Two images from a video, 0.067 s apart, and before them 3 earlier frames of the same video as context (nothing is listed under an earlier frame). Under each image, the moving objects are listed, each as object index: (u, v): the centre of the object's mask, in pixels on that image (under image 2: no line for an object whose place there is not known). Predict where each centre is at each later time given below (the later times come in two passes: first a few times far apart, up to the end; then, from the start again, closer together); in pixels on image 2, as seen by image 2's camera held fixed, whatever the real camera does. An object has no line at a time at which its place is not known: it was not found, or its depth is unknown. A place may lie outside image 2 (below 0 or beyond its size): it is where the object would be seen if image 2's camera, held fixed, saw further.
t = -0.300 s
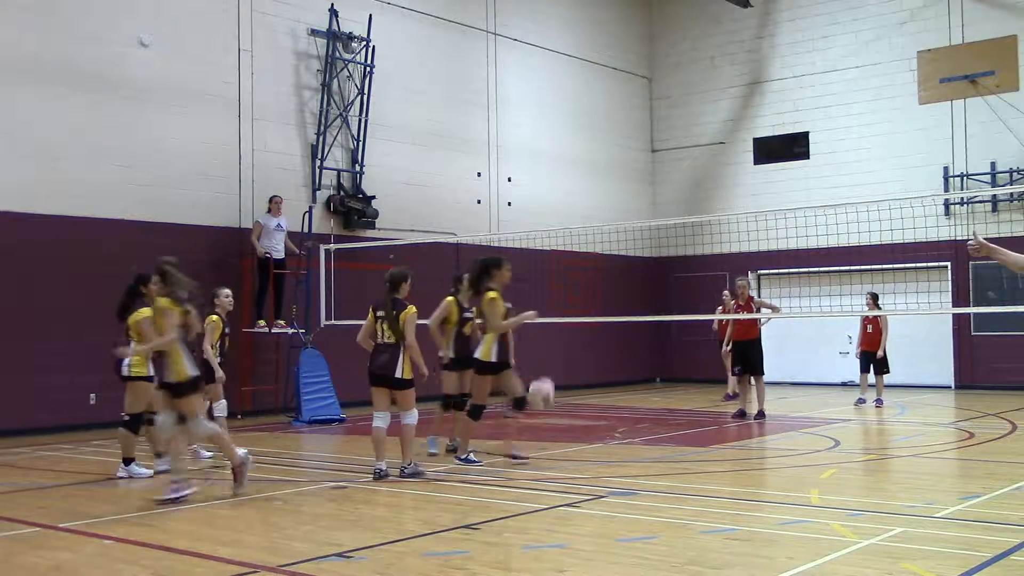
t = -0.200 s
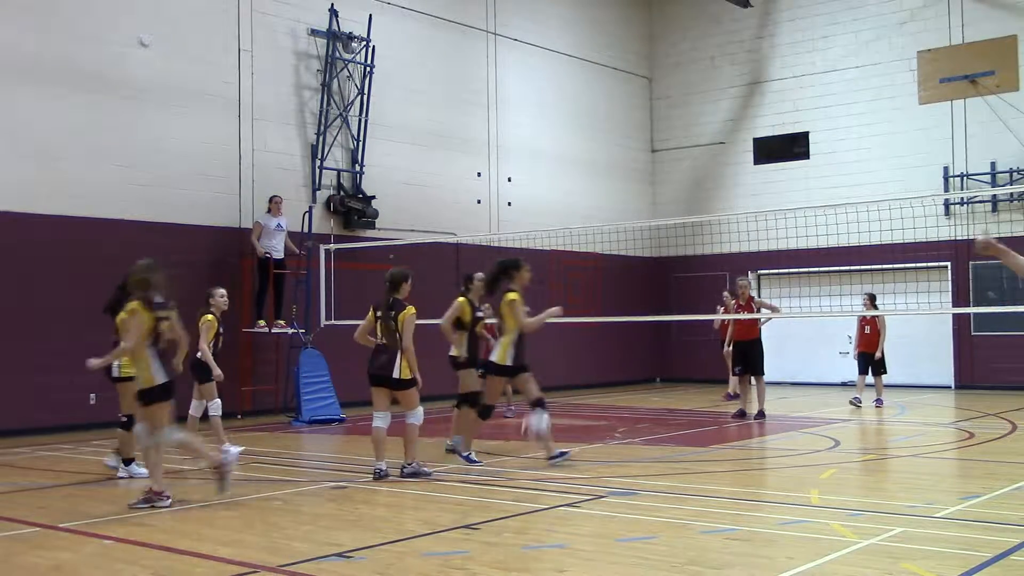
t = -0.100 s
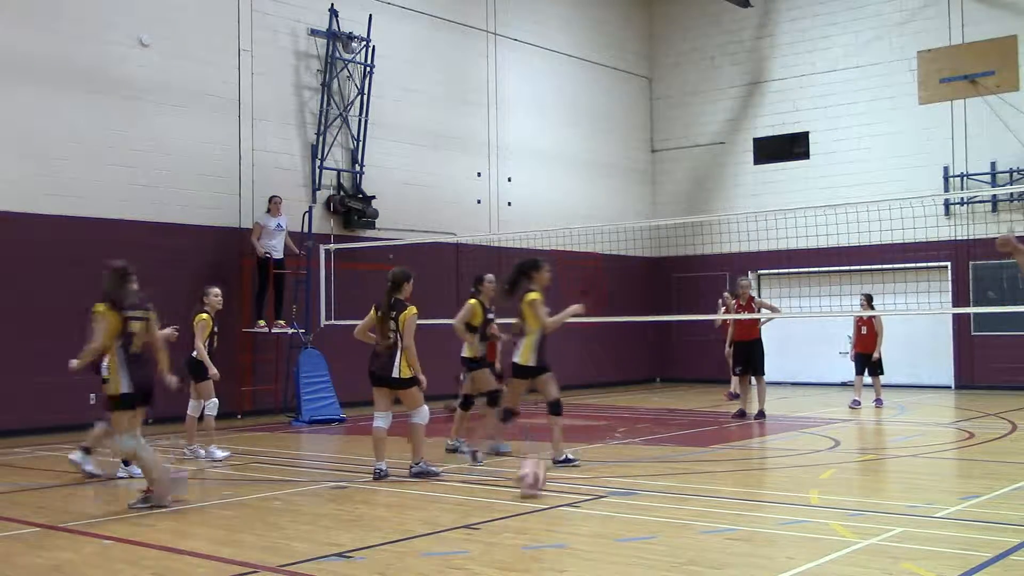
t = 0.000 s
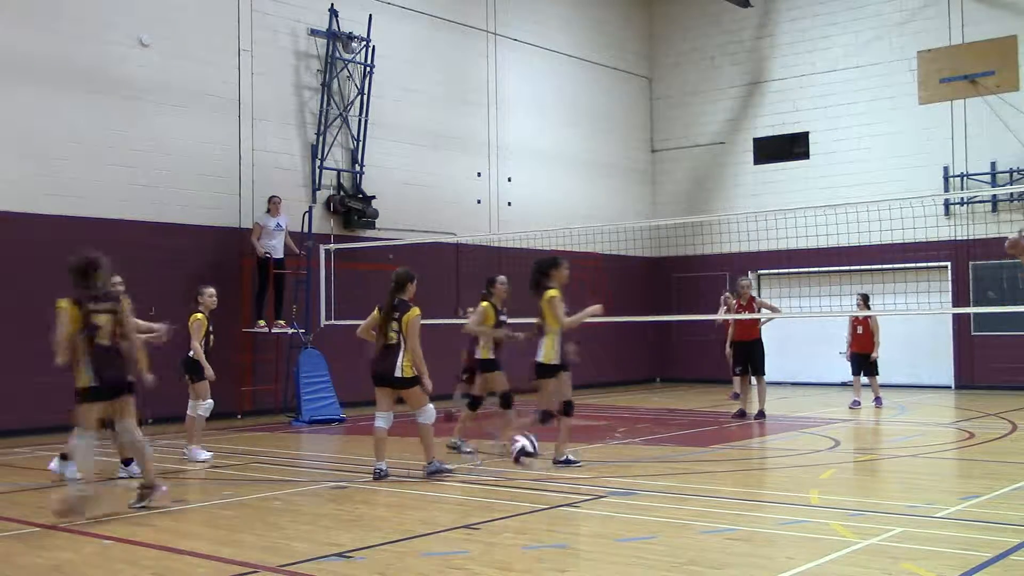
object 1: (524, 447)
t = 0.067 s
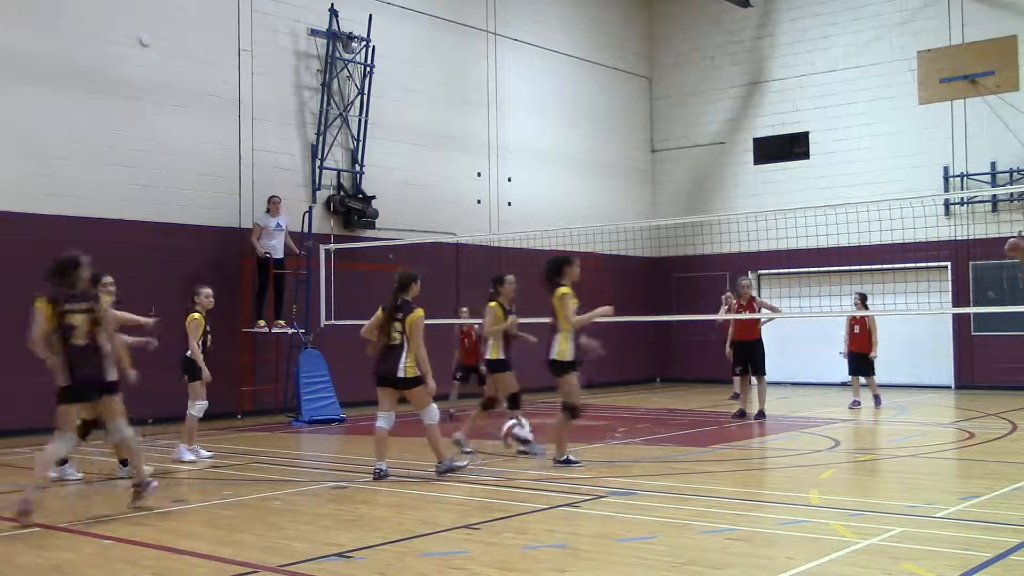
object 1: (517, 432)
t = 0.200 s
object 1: (505, 420)
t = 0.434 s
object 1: (486, 463)
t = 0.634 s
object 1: (464, 494)
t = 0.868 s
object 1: (433, 478)
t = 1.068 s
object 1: (402, 558)
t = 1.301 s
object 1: (358, 533)
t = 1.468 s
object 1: (321, 559)
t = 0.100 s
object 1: (513, 427)
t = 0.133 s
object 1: (513, 422)
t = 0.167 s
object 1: (507, 419)
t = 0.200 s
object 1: (505, 420)
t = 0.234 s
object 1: (504, 419)
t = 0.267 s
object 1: (501, 422)
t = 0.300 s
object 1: (498, 426)
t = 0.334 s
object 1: (494, 431)
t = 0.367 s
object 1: (491, 440)
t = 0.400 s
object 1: (489, 451)
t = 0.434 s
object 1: (486, 463)
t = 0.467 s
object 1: (484, 480)
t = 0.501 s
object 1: (478, 499)
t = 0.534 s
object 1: (476, 523)
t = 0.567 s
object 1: (473, 517)
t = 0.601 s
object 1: (468, 505)
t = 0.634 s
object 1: (464, 494)
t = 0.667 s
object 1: (459, 485)
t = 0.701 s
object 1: (456, 480)
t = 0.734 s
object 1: (451, 474)
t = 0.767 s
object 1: (448, 472)
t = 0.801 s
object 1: (444, 472)
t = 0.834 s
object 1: (438, 474)
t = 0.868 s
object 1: (433, 478)
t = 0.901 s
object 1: (428, 484)
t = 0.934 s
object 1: (423, 494)
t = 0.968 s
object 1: (417, 508)
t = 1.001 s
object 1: (413, 523)
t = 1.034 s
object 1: (407, 544)
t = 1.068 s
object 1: (402, 558)
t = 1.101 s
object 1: (396, 565)
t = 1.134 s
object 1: (389, 559)
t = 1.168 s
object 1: (383, 552)
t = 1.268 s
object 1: (363, 534)
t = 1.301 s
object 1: (358, 533)
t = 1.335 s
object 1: (351, 535)
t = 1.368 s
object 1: (344, 539)
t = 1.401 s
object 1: (336, 547)
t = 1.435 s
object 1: (330, 553)
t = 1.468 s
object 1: (321, 559)
